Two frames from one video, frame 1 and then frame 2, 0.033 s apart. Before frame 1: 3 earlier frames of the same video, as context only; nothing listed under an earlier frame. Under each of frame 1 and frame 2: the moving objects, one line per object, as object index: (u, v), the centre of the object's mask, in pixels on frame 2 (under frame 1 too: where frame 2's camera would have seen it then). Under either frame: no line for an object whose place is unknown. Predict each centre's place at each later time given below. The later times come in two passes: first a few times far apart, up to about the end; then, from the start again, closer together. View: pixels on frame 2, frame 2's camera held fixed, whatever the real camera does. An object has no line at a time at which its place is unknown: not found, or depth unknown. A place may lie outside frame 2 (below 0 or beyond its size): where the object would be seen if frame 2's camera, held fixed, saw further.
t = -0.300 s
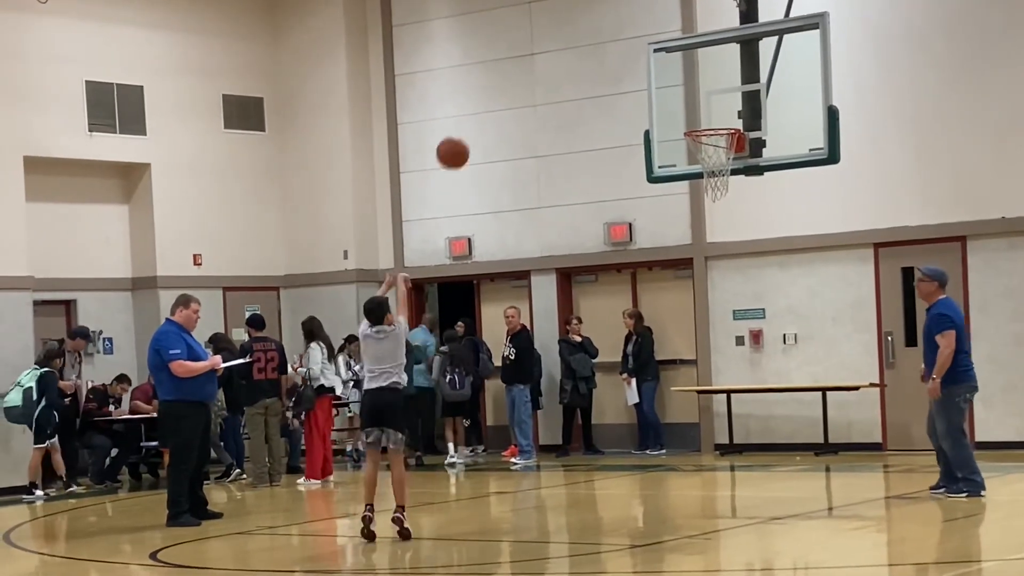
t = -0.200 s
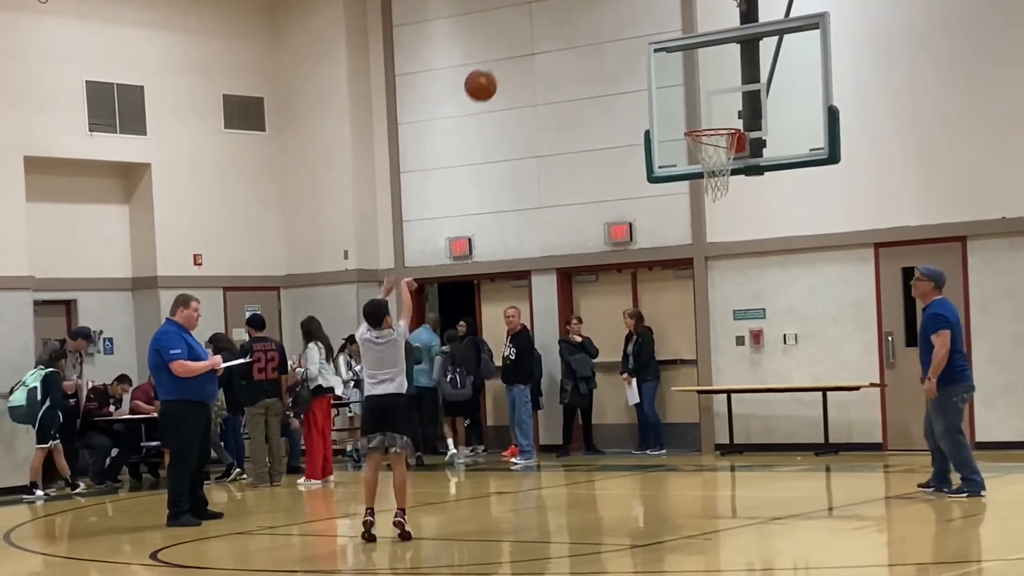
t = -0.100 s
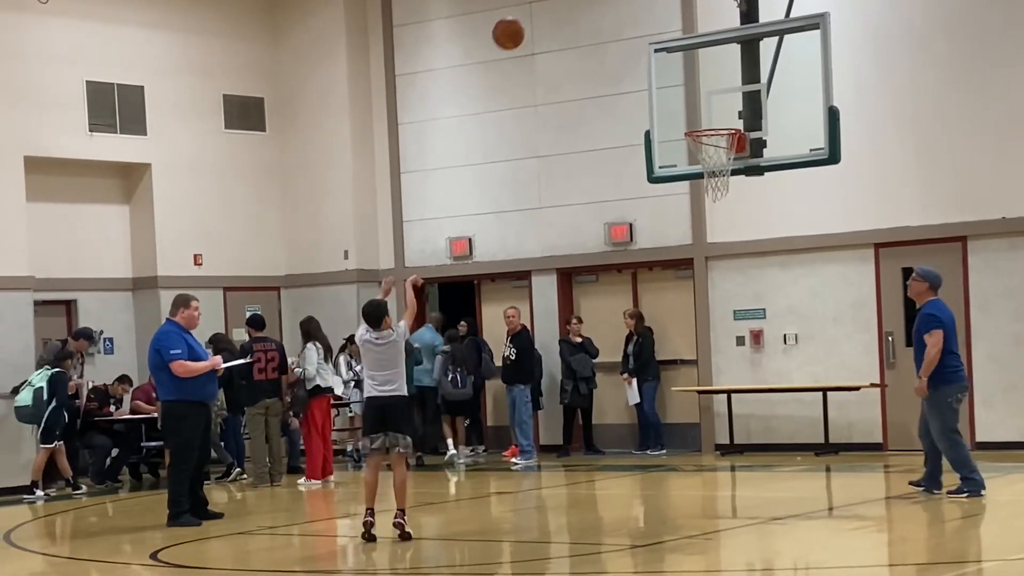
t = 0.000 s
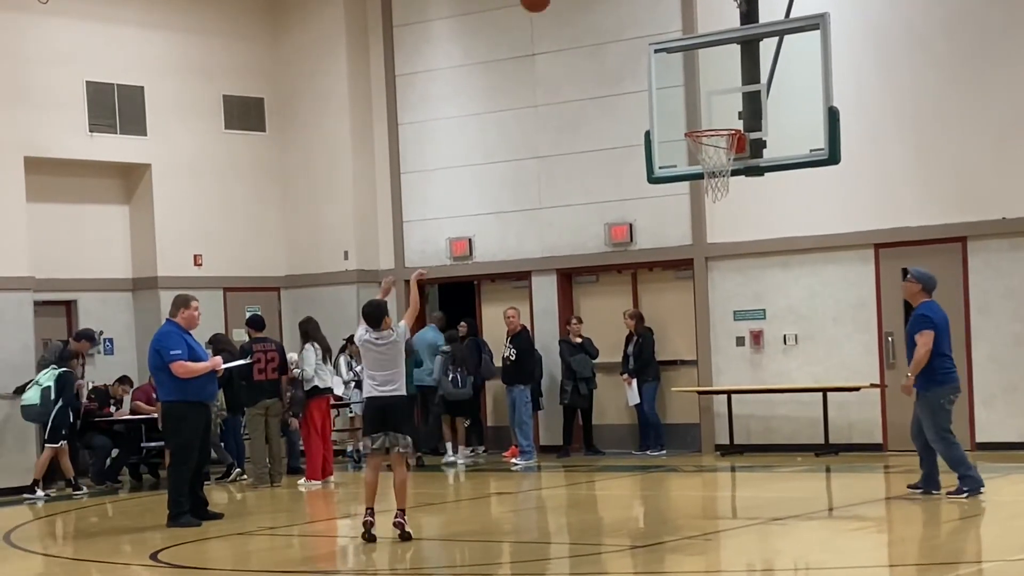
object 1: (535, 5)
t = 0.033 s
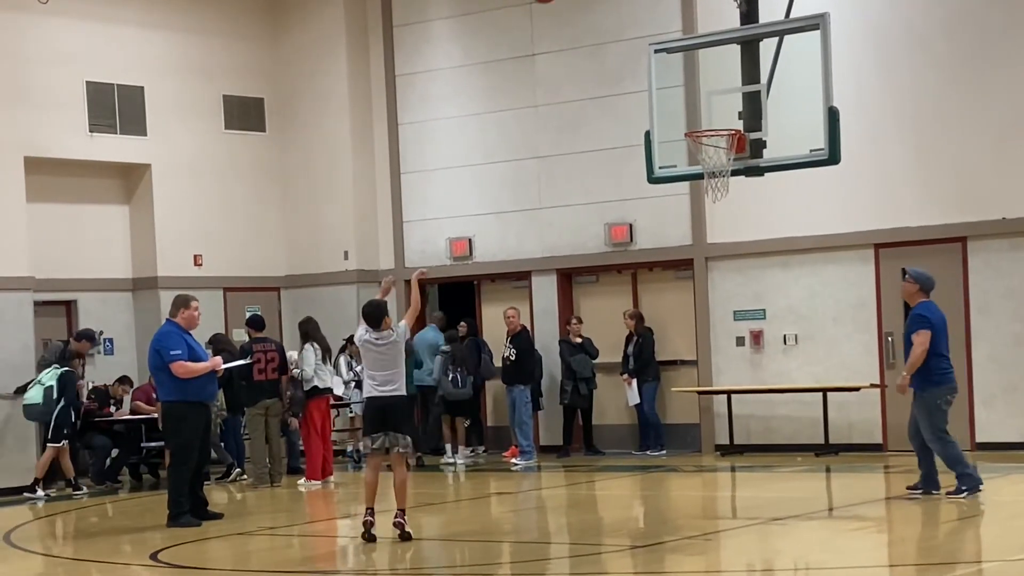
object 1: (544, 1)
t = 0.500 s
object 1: (662, 9)
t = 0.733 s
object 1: (718, 109)
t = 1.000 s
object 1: (707, 189)
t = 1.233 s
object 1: (682, 278)
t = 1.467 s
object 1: (662, 427)
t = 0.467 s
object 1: (654, 4)
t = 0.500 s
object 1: (662, 9)
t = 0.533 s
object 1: (670, 19)
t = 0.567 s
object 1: (678, 31)
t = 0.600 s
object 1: (687, 45)
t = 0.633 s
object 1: (694, 60)
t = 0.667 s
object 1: (702, 75)
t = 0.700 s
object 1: (710, 92)
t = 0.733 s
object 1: (718, 109)
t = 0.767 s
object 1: (724, 127)
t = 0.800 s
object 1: (721, 143)
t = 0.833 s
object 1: (720, 154)
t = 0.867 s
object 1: (720, 164)
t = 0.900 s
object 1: (718, 168)
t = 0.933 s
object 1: (714, 174)
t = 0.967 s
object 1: (710, 181)
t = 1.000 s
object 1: (707, 189)
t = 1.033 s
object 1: (703, 199)
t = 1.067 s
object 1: (699, 209)
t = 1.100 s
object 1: (695, 220)
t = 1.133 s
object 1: (692, 233)
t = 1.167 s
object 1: (688, 248)
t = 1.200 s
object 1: (685, 263)
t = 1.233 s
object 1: (682, 278)
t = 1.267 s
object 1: (679, 296)
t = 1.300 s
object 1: (675, 315)
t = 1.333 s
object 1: (672, 335)
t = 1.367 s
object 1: (670, 358)
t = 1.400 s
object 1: (668, 377)
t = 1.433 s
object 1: (664, 402)
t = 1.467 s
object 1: (662, 427)
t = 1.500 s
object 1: (659, 451)
